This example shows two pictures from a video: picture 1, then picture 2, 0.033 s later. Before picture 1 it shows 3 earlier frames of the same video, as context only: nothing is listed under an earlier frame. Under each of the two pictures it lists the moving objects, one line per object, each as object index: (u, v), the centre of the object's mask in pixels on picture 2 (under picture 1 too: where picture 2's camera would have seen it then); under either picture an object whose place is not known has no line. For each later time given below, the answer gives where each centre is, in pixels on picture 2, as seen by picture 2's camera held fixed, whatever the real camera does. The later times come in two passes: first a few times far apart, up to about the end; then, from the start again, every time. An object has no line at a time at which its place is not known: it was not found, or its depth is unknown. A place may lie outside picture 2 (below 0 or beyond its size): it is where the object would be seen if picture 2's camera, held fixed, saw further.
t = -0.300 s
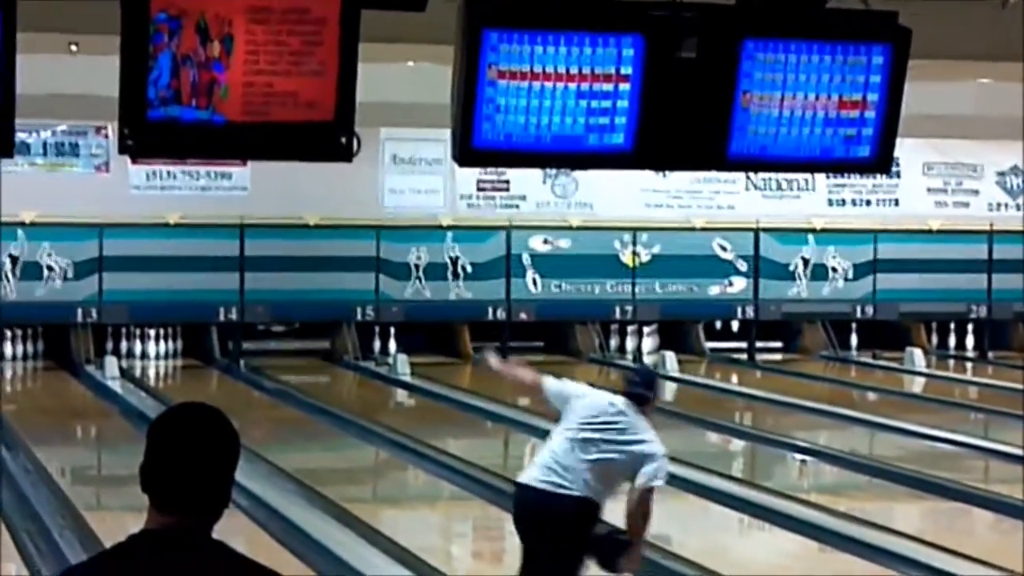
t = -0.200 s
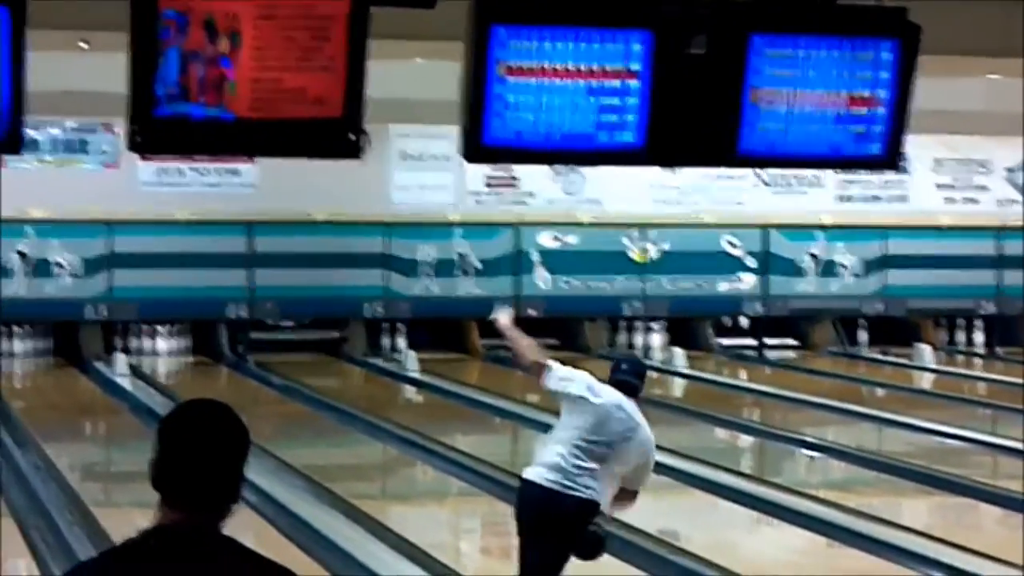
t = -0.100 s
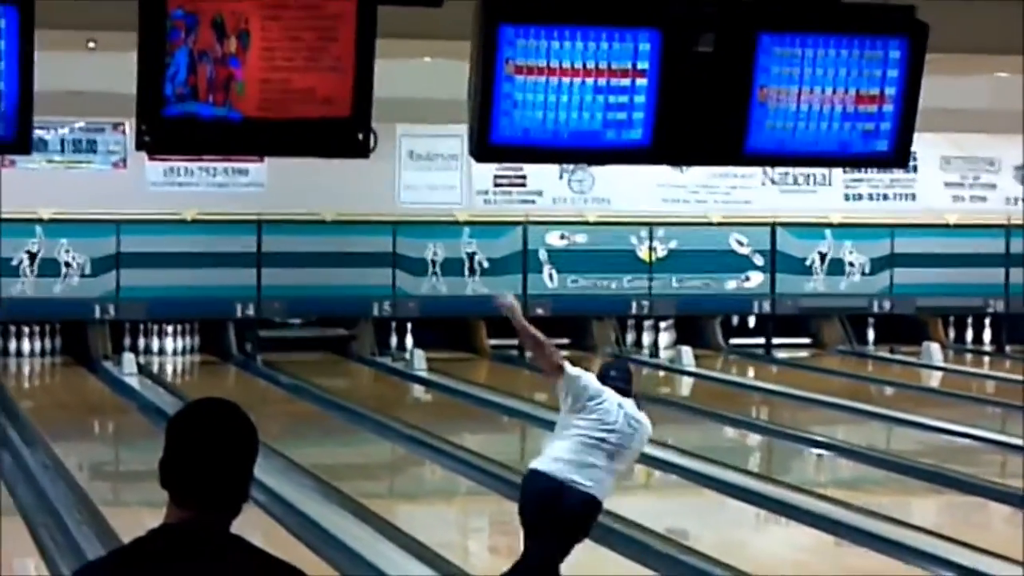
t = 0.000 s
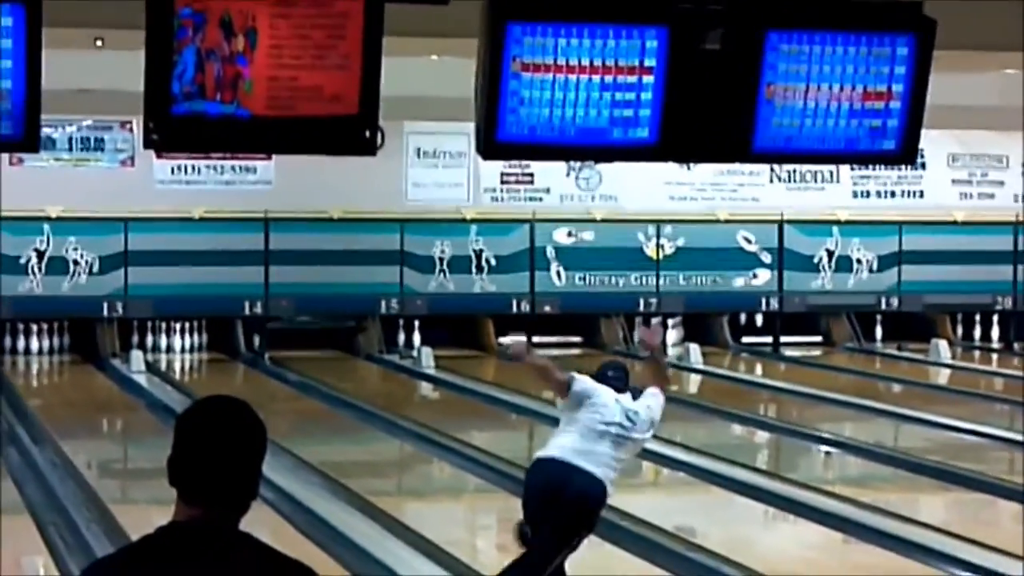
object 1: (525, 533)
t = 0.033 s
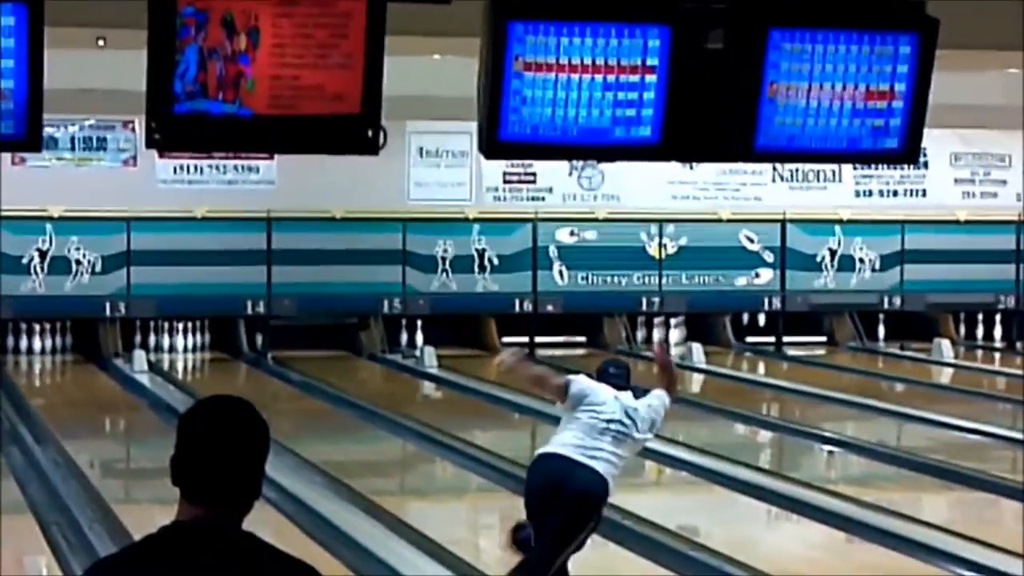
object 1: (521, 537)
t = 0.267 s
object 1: (465, 503)
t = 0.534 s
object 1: (411, 465)
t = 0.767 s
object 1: (374, 439)
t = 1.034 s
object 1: (337, 415)
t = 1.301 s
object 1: (306, 394)
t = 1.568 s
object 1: (278, 380)
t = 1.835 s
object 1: (253, 365)
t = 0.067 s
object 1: (515, 537)
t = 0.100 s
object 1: (507, 528)
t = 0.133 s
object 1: (498, 520)
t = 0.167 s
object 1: (489, 515)
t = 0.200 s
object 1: (481, 511)
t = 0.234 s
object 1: (473, 508)
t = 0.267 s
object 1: (465, 503)
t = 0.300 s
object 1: (458, 497)
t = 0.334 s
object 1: (451, 493)
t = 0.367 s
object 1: (444, 488)
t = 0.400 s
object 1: (437, 483)
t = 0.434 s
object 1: (430, 478)
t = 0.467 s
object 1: (424, 473)
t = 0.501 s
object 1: (418, 469)
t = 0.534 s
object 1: (411, 465)
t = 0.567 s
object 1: (406, 461)
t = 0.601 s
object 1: (400, 457)
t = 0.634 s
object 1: (394, 454)
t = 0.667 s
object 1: (389, 449)
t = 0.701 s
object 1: (384, 446)
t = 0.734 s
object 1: (379, 442)
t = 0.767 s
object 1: (374, 439)
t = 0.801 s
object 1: (369, 435)
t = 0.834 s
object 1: (364, 432)
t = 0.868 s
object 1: (359, 429)
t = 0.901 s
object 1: (355, 426)
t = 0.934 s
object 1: (350, 424)
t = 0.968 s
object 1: (346, 421)
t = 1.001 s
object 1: (342, 418)
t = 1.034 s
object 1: (337, 415)
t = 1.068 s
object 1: (333, 412)
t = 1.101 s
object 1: (330, 409)
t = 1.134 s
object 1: (326, 407)
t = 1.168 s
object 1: (321, 404)
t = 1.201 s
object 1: (318, 402)
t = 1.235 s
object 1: (314, 399)
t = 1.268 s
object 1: (310, 396)
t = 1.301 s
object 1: (306, 394)
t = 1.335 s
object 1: (302, 393)
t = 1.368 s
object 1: (299, 391)
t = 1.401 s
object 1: (296, 387)
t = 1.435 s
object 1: (292, 386)
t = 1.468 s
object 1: (289, 384)
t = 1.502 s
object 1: (286, 382)
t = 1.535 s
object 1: (282, 381)
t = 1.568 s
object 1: (278, 380)
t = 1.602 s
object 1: (277, 377)
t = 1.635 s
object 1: (273, 376)
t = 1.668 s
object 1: (269, 374)
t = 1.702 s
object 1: (265, 373)
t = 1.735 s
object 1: (262, 369)
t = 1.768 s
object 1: (260, 367)
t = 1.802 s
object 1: (256, 365)
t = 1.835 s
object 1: (253, 365)
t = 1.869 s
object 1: (250, 363)
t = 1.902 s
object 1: (247, 362)
